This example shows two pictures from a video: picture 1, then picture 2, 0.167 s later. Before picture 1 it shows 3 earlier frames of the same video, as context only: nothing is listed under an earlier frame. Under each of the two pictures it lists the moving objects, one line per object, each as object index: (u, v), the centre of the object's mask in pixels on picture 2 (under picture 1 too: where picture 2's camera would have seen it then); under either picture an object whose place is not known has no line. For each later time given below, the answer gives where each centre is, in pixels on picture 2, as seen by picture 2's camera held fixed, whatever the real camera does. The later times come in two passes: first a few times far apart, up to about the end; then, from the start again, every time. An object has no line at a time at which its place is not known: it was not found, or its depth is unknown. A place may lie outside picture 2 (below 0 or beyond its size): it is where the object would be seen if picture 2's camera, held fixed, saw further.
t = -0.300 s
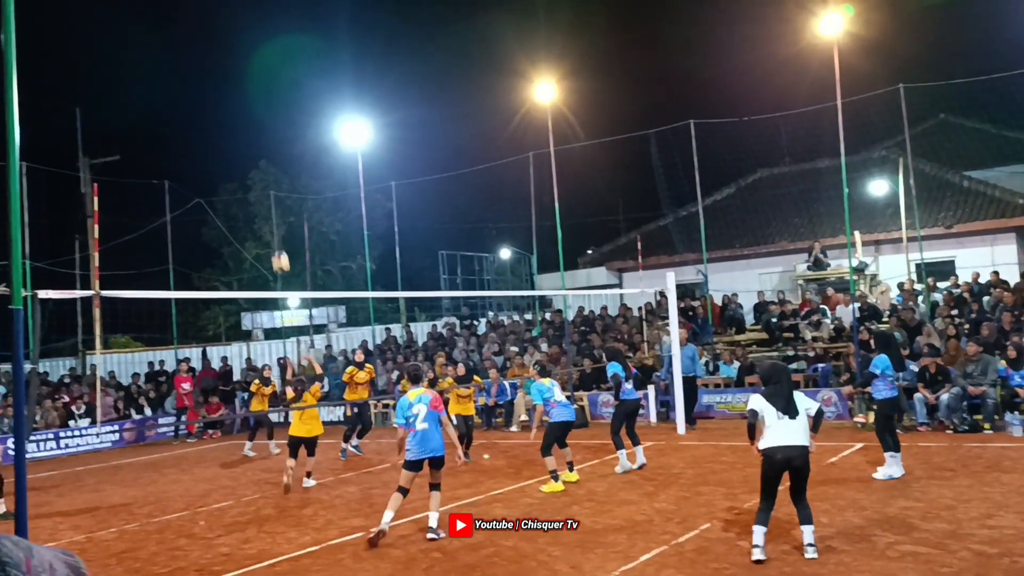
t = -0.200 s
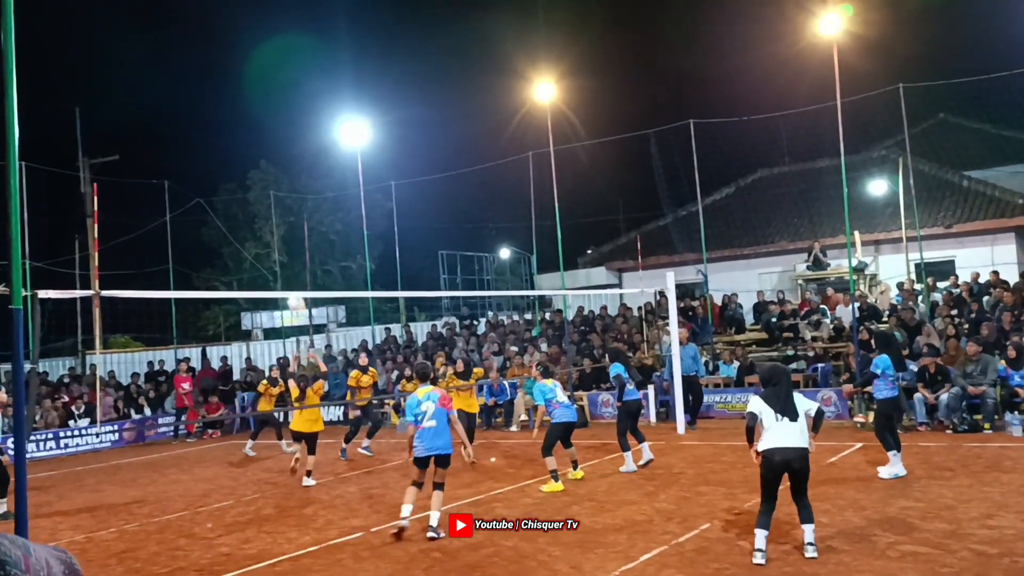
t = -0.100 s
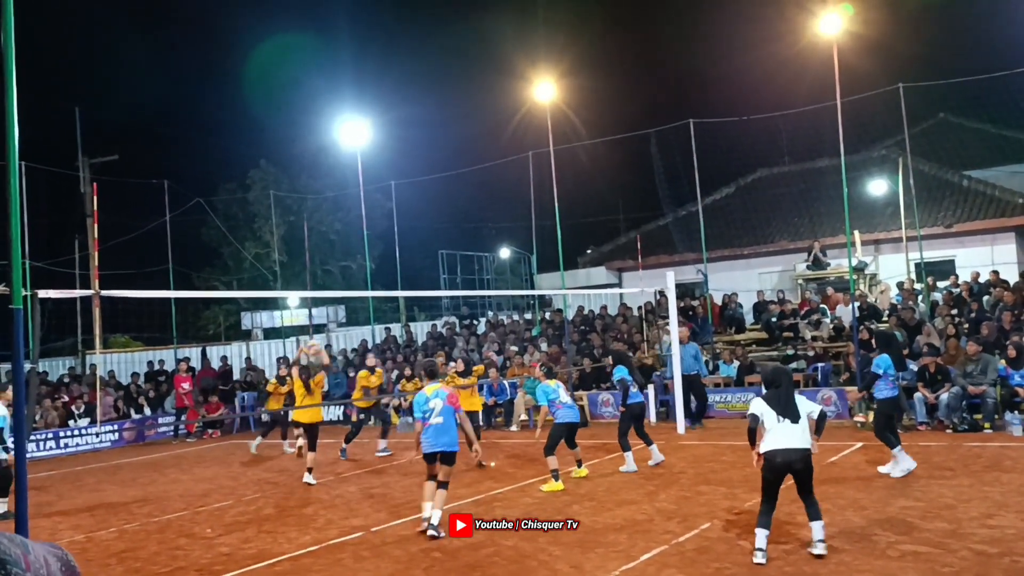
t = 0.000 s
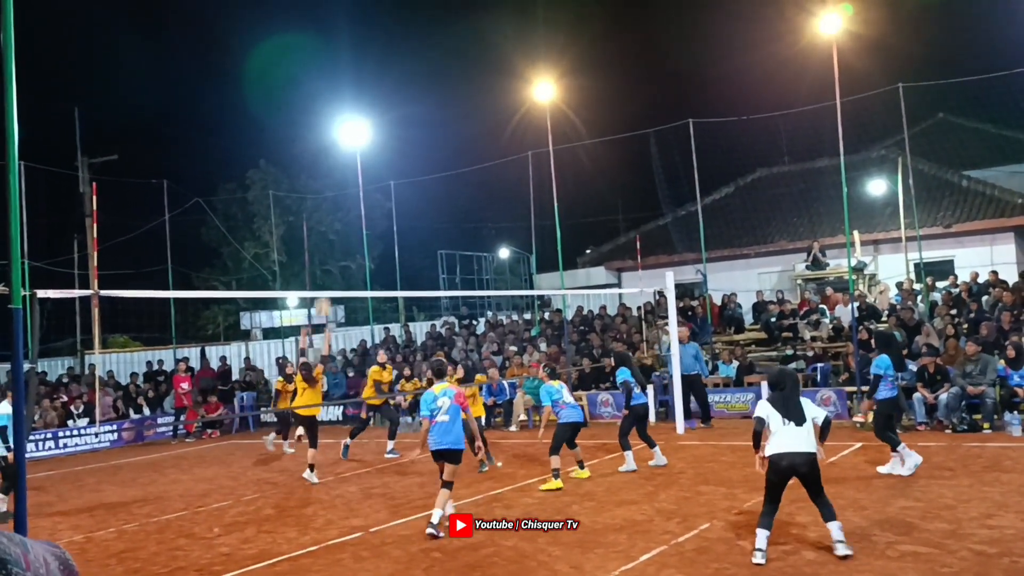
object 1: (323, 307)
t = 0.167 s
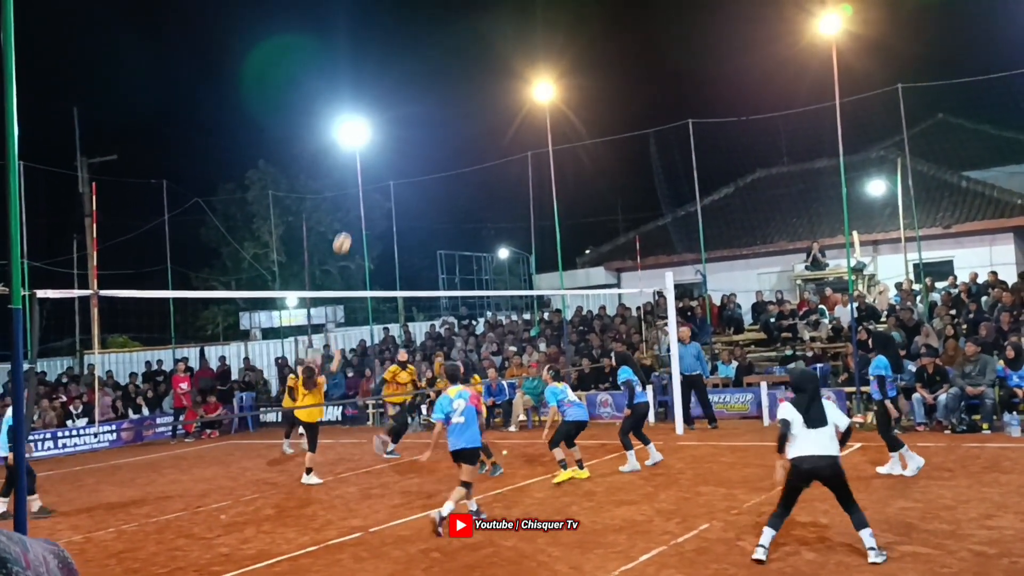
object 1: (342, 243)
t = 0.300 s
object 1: (360, 208)
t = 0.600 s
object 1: (399, 180)
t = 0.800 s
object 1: (426, 197)
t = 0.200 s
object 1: (347, 232)
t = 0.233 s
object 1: (351, 223)
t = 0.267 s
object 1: (355, 216)
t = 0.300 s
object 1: (360, 208)
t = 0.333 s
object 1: (364, 201)
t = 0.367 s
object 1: (368, 196)
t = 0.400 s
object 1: (373, 191)
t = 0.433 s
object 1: (377, 187)
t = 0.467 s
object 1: (382, 184)
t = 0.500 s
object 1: (386, 182)
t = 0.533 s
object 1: (390, 180)
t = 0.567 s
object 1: (394, 179)
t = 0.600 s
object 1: (399, 180)
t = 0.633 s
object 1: (403, 180)
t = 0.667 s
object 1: (408, 182)
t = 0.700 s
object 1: (412, 185)
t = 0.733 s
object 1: (417, 188)
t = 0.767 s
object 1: (421, 193)
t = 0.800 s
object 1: (426, 197)
